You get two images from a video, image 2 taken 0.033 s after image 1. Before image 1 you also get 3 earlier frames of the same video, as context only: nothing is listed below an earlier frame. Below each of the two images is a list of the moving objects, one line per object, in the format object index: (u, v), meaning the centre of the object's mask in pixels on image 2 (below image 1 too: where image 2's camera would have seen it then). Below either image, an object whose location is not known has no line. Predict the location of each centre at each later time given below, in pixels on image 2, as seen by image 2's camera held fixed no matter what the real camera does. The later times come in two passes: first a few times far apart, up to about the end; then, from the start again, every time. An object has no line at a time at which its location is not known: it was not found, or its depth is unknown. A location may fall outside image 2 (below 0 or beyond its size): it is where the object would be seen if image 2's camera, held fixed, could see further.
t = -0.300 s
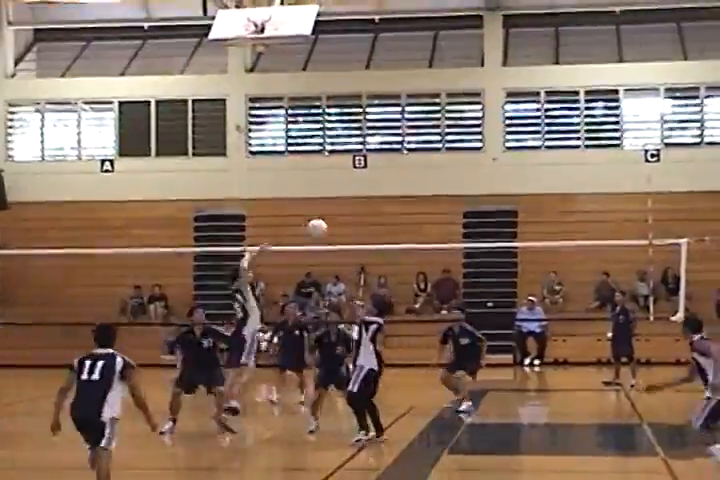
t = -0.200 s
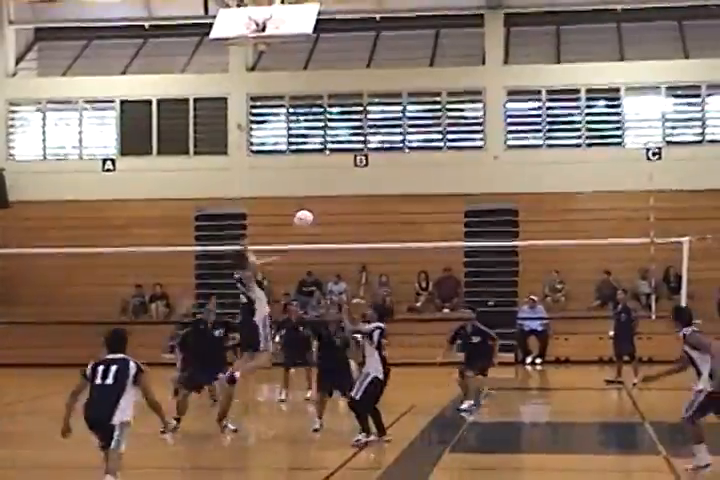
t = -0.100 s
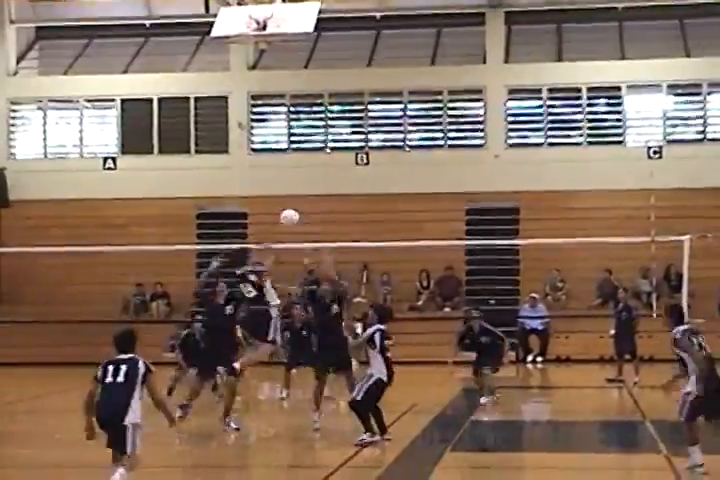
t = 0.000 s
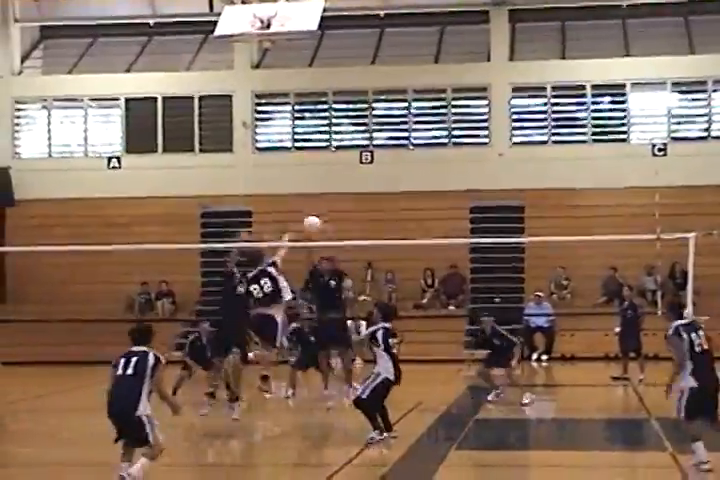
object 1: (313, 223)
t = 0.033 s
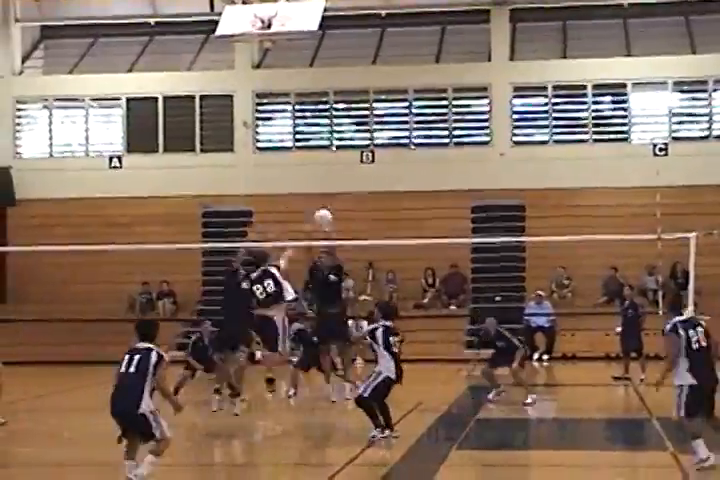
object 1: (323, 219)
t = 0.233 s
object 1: (342, 165)
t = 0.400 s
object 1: (359, 148)
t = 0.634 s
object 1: (378, 163)
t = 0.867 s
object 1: (394, 213)
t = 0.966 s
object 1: (400, 242)
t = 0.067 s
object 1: (326, 208)
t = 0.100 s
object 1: (329, 195)
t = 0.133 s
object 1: (333, 185)
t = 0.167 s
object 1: (336, 179)
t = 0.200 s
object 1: (339, 171)
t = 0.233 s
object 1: (342, 165)
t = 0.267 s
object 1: (345, 160)
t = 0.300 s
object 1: (351, 154)
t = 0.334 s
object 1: (353, 150)
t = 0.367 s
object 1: (356, 149)
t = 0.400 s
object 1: (359, 148)
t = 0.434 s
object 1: (362, 148)
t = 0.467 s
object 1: (365, 148)
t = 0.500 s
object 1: (369, 151)
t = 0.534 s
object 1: (370, 153)
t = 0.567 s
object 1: (374, 155)
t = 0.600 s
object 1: (376, 159)
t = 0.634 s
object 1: (378, 163)
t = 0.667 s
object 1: (381, 170)
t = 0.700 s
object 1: (383, 172)
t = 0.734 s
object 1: (385, 179)
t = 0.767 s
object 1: (388, 188)
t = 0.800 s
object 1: (390, 196)
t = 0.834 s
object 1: (392, 204)
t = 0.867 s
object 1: (394, 213)
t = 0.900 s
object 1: (396, 222)
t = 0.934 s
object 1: (398, 232)
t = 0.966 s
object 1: (400, 242)
